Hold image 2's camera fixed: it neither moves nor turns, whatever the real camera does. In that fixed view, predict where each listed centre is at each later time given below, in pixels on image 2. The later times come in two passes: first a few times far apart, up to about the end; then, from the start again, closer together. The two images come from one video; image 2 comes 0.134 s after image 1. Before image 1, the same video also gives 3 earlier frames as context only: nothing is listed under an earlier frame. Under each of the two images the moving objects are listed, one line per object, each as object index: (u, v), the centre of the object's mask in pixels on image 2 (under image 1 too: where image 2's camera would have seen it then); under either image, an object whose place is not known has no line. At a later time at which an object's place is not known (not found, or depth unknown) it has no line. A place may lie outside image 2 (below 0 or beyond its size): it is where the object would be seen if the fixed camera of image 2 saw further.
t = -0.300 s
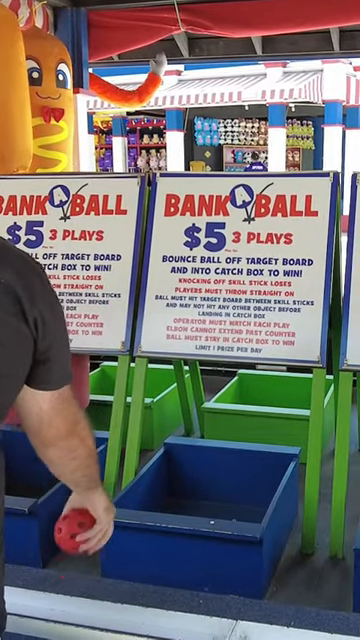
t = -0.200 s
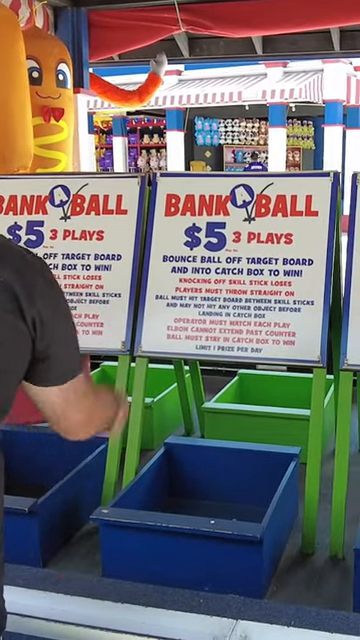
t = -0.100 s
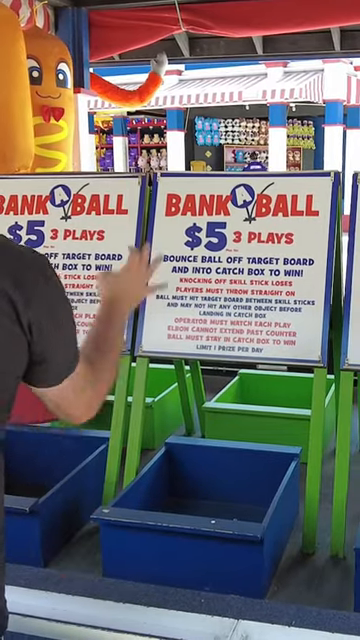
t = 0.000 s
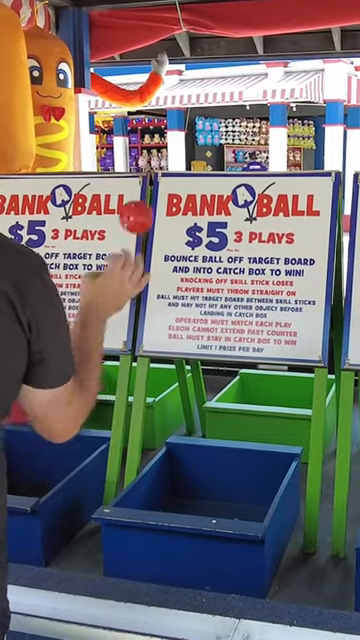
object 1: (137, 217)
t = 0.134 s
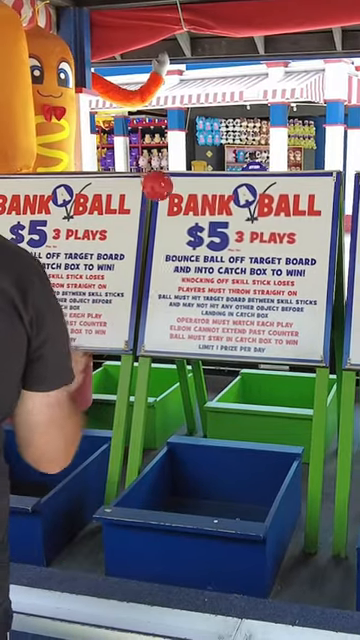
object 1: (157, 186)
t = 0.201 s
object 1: (167, 192)
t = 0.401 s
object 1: (190, 277)
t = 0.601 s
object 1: (173, 404)
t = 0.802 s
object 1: (164, 426)
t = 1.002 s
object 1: (184, 381)
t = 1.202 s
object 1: (205, 437)
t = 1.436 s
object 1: (221, 464)
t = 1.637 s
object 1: (230, 457)
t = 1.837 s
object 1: (239, 504)
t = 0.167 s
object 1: (162, 187)
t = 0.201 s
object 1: (167, 192)
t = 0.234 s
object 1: (171, 201)
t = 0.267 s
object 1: (175, 211)
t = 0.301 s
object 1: (179, 226)
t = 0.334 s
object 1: (183, 240)
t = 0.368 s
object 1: (187, 258)
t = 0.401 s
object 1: (190, 277)
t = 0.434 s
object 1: (194, 298)
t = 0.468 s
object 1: (198, 321)
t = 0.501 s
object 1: (192, 337)
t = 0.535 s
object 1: (185, 356)
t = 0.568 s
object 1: (180, 377)
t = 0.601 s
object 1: (173, 404)
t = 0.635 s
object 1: (166, 434)
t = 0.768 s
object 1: (161, 444)
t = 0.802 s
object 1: (164, 426)
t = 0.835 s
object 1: (167, 410)
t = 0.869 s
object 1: (171, 398)
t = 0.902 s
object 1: (173, 390)
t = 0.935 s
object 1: (177, 384)
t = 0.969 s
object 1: (180, 381)
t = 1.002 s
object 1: (184, 381)
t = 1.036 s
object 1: (186, 384)
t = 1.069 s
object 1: (191, 389)
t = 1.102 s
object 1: (194, 397)
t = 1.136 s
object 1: (198, 408)
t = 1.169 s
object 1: (201, 422)
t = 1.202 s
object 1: (205, 437)
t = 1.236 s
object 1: (207, 455)
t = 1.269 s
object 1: (211, 474)
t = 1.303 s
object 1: (215, 496)
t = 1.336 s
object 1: (217, 501)
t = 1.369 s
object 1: (219, 486)
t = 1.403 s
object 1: (220, 474)
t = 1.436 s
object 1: (221, 464)
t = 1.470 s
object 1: (222, 457)
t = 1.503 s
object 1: (224, 452)
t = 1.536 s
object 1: (226, 450)
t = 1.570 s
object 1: (227, 449)
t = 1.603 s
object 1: (229, 451)
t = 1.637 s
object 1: (230, 457)
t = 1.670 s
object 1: (232, 463)
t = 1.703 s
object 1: (233, 474)
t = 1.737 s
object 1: (235, 486)
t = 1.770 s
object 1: (236, 502)
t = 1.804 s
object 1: (238, 510)
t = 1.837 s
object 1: (239, 504)
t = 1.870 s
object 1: (239, 495)
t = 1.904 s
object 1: (238, 489)
